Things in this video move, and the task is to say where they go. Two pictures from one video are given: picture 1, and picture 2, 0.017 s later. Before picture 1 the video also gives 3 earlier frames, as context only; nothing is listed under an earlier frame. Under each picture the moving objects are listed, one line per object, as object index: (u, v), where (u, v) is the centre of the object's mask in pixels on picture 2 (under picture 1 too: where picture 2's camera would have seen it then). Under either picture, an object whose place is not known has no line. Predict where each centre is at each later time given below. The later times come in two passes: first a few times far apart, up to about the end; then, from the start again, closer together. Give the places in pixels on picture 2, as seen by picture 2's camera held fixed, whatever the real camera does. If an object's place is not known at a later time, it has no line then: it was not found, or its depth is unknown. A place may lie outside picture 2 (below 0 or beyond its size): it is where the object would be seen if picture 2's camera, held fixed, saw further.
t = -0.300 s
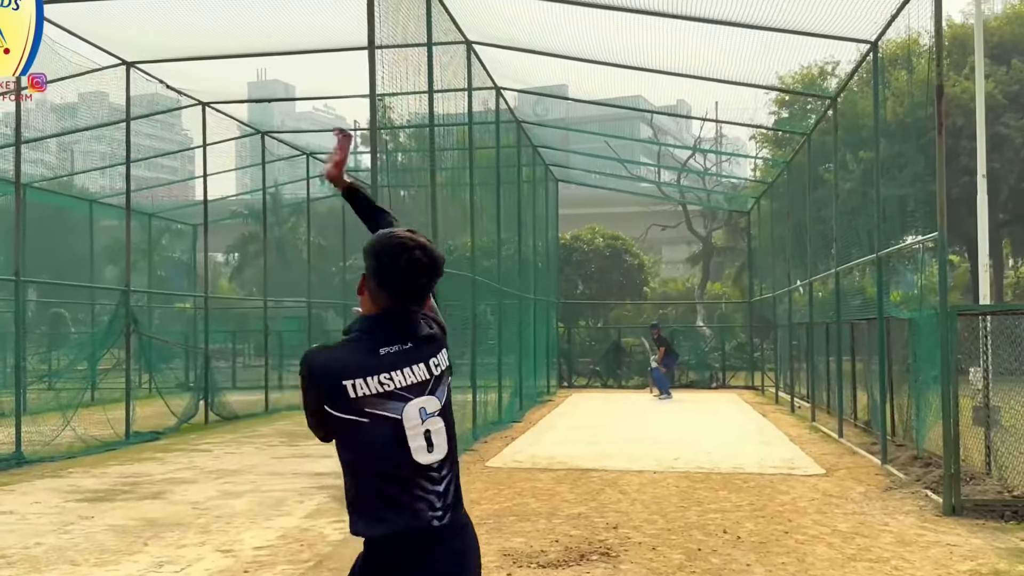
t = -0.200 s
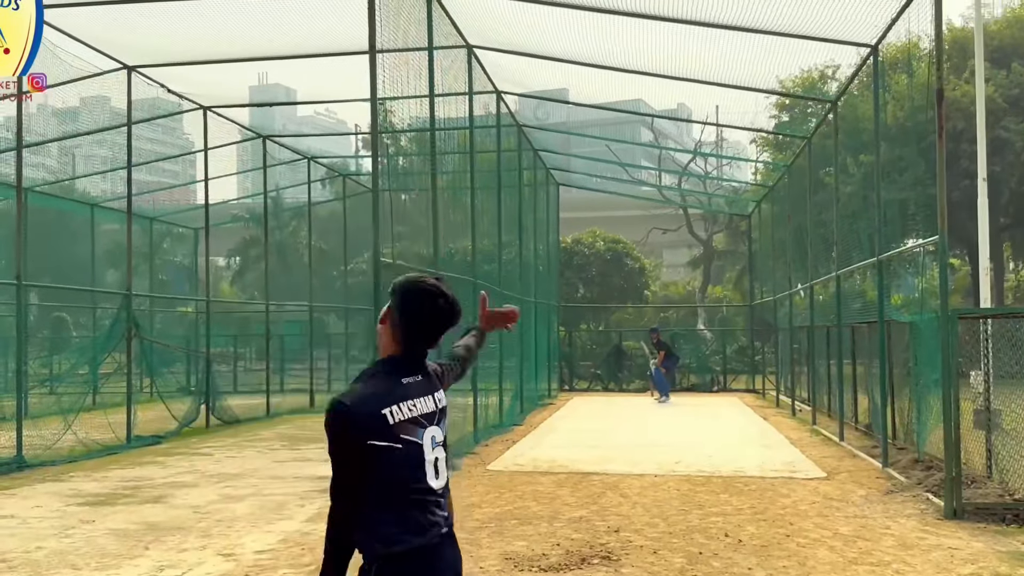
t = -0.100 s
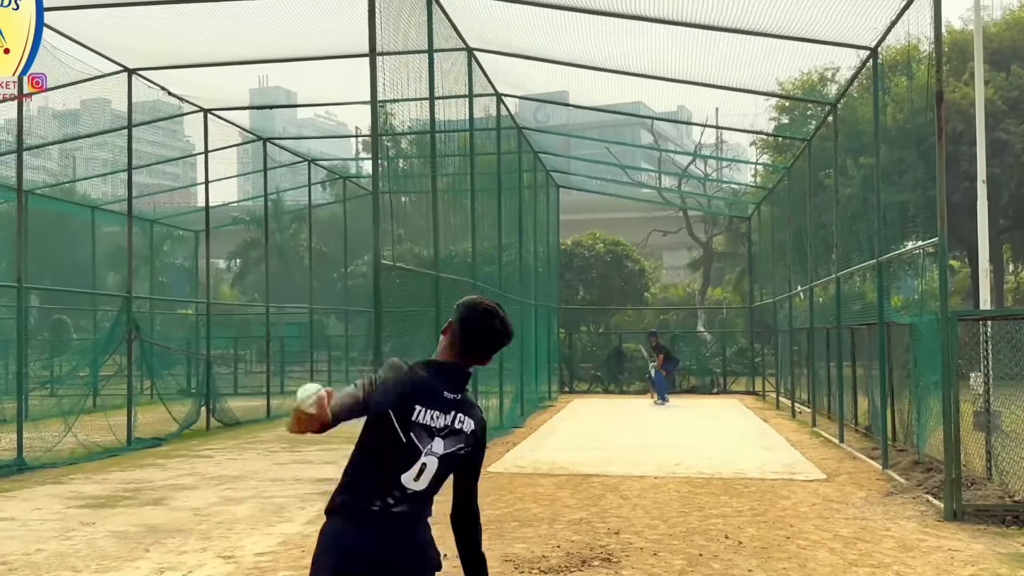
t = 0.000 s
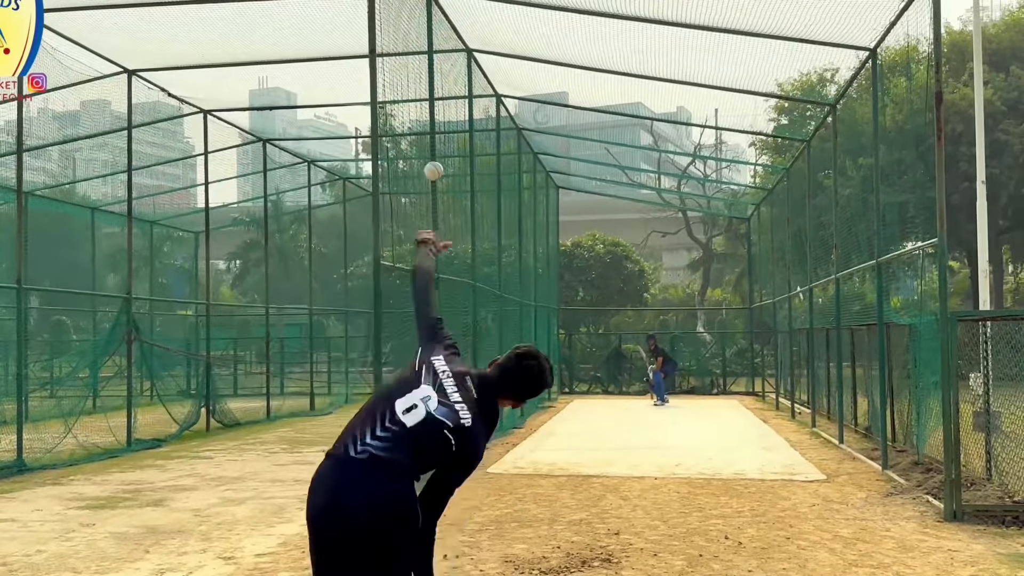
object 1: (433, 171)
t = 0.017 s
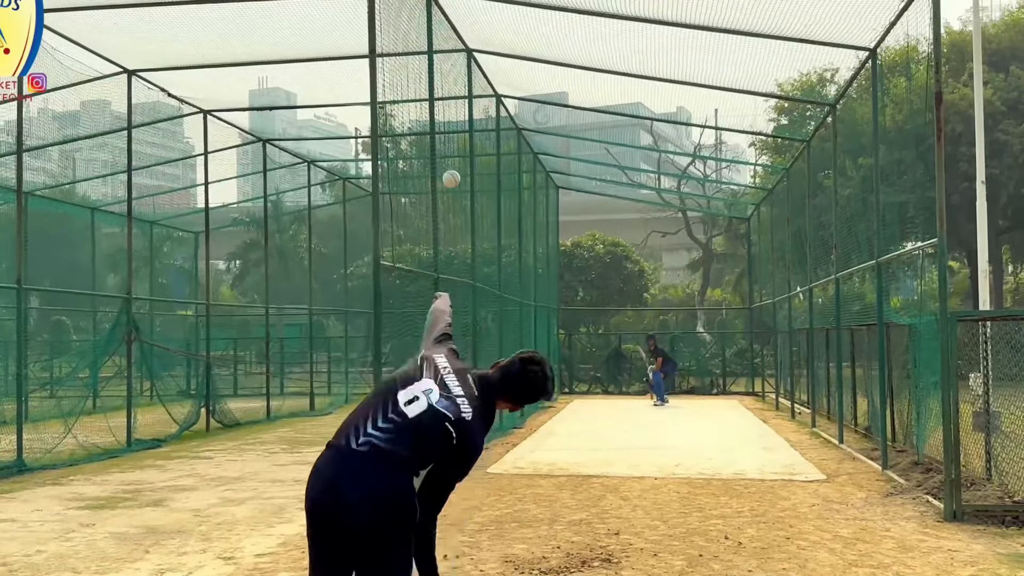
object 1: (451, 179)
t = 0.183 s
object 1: (543, 240)
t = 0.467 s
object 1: (602, 322)
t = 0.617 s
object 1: (624, 367)
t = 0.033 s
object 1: (466, 187)
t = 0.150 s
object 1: (532, 229)
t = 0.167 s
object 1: (538, 235)
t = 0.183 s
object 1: (543, 240)
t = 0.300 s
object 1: (574, 276)
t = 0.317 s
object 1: (577, 280)
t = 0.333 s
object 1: (581, 285)
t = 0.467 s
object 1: (602, 322)
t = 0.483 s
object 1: (604, 327)
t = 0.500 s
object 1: (607, 331)
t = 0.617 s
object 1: (624, 367)
